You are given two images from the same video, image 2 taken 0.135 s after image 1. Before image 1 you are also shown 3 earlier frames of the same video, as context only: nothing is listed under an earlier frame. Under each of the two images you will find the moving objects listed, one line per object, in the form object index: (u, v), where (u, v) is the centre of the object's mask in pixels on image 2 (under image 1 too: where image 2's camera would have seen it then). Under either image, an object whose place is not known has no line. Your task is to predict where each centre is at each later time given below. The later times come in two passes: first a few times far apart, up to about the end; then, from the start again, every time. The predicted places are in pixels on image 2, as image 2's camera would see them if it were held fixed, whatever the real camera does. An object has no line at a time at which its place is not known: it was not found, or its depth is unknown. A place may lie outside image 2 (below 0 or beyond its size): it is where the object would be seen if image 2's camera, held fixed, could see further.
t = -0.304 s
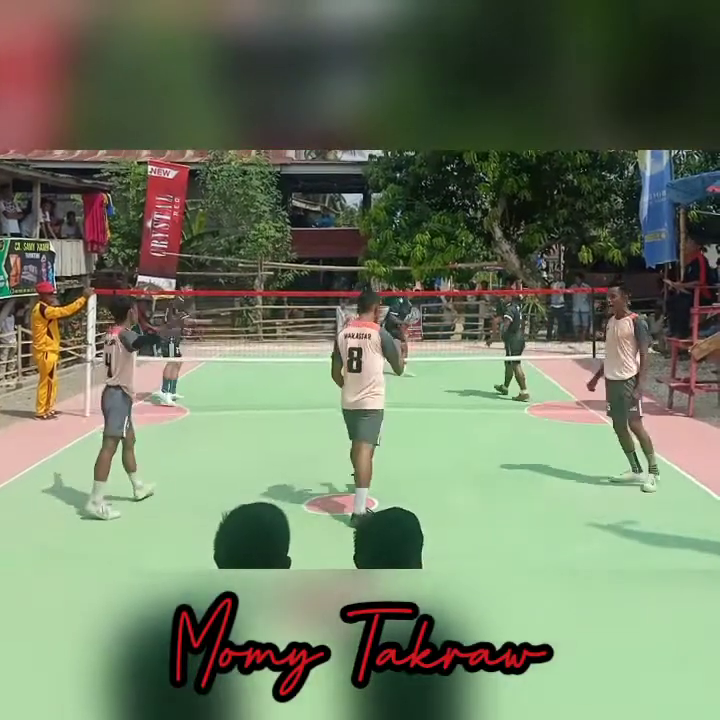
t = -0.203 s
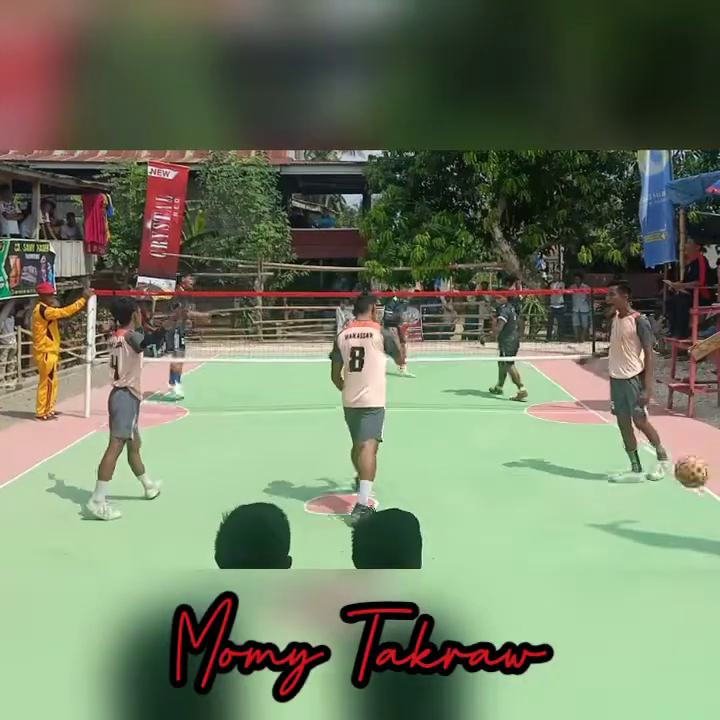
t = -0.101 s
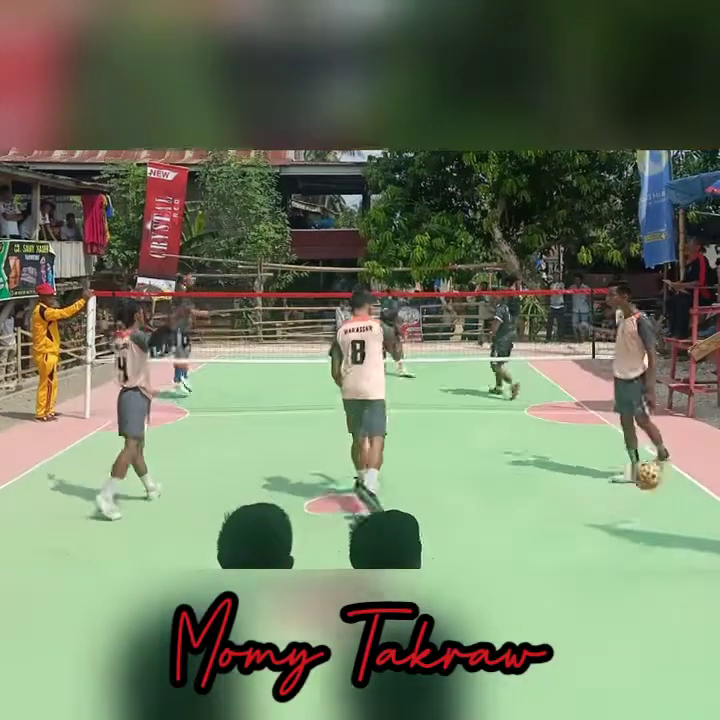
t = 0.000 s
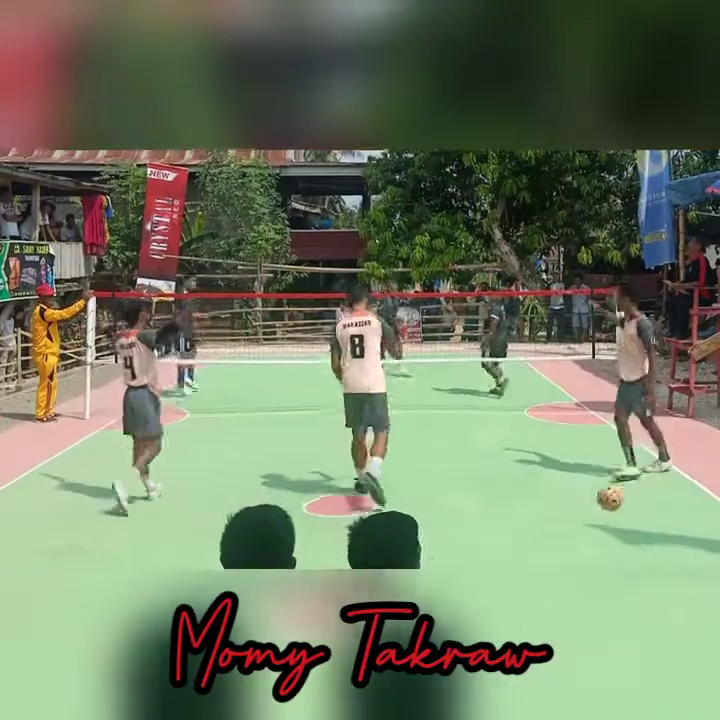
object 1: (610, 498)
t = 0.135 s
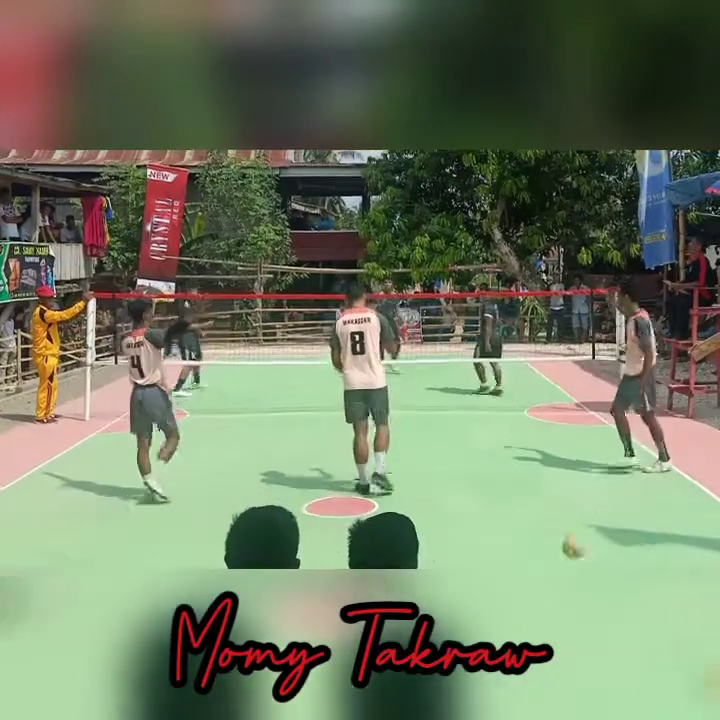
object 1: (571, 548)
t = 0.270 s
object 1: (553, 514)
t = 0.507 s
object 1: (532, 450)
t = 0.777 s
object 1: (512, 469)
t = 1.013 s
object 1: (510, 447)
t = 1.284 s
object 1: (512, 456)
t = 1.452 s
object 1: (511, 450)
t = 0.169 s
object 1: (565, 561)
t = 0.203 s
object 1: (561, 552)
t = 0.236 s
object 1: (557, 531)
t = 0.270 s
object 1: (553, 514)
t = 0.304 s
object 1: (549, 499)
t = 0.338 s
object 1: (546, 486)
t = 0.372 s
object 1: (543, 474)
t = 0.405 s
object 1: (539, 465)
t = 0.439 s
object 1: (537, 458)
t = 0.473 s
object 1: (535, 453)
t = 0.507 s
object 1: (532, 450)
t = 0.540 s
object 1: (530, 447)
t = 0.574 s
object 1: (528, 445)
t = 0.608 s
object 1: (527, 445)
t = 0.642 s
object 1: (521, 448)
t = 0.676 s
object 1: (519, 450)
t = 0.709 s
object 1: (518, 452)
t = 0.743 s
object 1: (516, 455)
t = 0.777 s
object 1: (512, 469)
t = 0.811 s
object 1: (511, 462)
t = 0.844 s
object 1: (507, 486)
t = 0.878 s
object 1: (508, 474)
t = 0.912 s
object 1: (508, 468)
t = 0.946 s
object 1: (509, 453)
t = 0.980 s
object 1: (509, 450)
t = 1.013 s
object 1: (510, 447)
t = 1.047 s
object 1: (509, 445)
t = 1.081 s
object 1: (510, 444)
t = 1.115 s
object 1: (510, 443)
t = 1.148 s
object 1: (510, 444)
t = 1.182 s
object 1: (509, 445)
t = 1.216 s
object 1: (510, 450)
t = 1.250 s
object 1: (511, 453)
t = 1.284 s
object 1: (512, 456)
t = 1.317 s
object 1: (511, 457)
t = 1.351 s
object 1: (511, 454)
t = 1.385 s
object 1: (511, 453)
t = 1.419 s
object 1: (511, 452)
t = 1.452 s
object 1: (511, 450)
